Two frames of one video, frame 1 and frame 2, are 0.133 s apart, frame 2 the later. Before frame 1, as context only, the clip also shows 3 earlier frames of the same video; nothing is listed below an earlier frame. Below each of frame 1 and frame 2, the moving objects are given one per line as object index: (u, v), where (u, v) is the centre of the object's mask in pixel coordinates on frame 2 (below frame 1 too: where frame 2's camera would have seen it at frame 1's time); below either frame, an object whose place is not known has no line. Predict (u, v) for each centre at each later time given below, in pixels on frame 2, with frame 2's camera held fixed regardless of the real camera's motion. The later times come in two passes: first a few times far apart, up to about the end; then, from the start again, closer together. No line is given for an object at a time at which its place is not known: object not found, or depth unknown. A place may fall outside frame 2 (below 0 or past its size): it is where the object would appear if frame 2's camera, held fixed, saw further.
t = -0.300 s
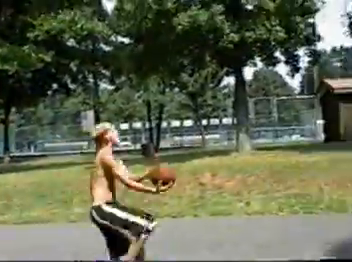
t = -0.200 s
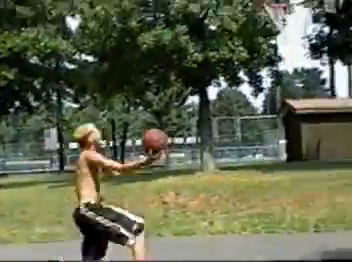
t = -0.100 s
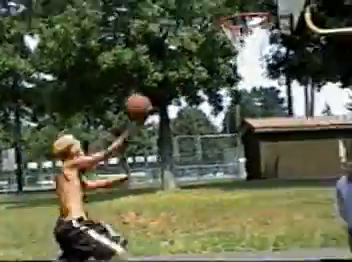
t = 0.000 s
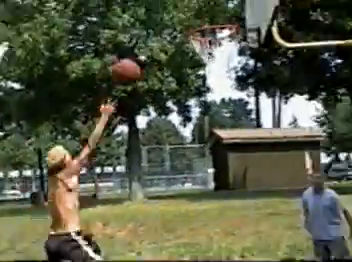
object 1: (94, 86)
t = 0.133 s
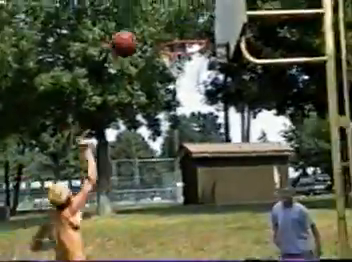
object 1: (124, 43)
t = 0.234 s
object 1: (146, 24)
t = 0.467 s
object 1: (198, 22)
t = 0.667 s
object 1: (200, 17)
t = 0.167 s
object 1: (132, 35)
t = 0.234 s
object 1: (146, 24)
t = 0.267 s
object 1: (154, 21)
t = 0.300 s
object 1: (161, 18)
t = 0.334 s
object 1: (168, 17)
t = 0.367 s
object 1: (177, 18)
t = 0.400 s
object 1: (182, 20)
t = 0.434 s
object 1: (192, 21)
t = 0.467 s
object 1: (198, 22)
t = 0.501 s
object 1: (205, 24)
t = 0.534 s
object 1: (209, 27)
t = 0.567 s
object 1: (214, 25)
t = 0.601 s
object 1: (211, 23)
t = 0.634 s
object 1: (208, 19)
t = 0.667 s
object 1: (200, 17)
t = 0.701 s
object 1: (198, 18)
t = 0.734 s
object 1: (195, 17)
